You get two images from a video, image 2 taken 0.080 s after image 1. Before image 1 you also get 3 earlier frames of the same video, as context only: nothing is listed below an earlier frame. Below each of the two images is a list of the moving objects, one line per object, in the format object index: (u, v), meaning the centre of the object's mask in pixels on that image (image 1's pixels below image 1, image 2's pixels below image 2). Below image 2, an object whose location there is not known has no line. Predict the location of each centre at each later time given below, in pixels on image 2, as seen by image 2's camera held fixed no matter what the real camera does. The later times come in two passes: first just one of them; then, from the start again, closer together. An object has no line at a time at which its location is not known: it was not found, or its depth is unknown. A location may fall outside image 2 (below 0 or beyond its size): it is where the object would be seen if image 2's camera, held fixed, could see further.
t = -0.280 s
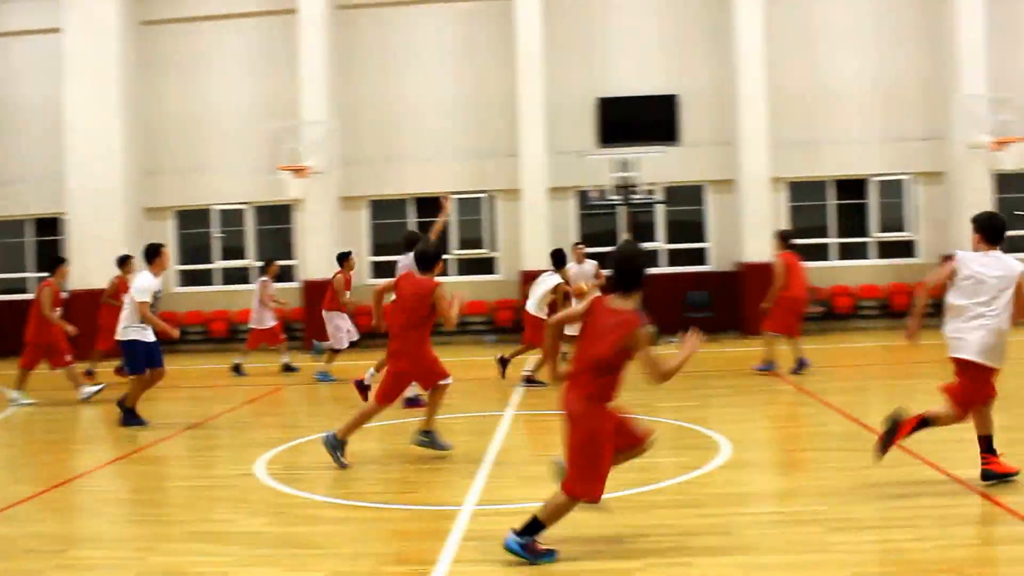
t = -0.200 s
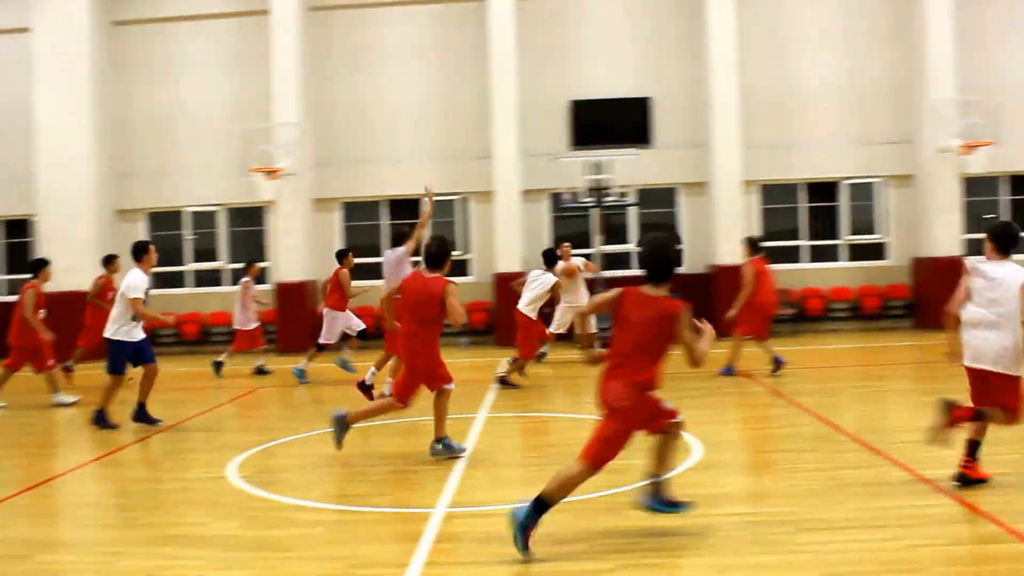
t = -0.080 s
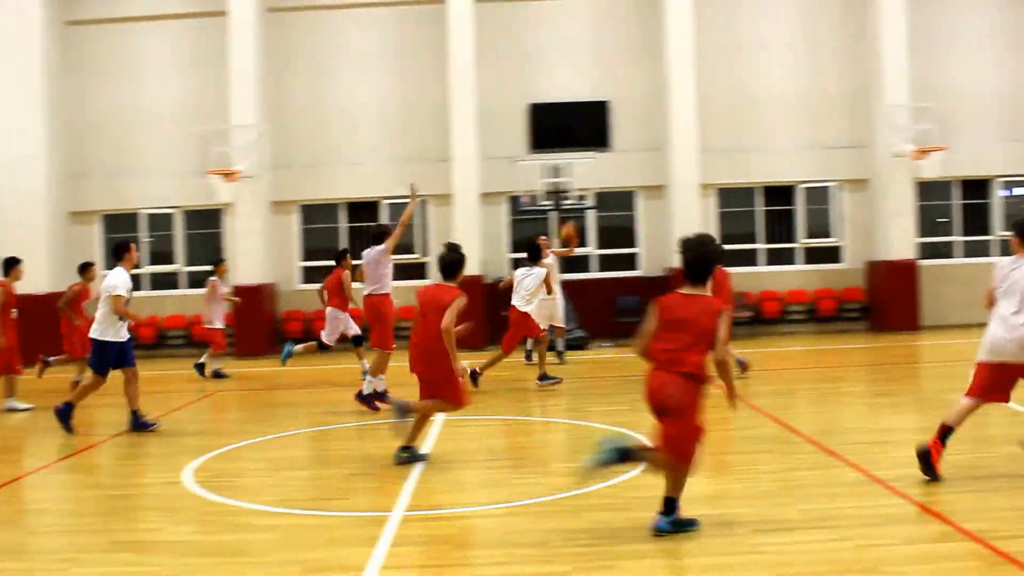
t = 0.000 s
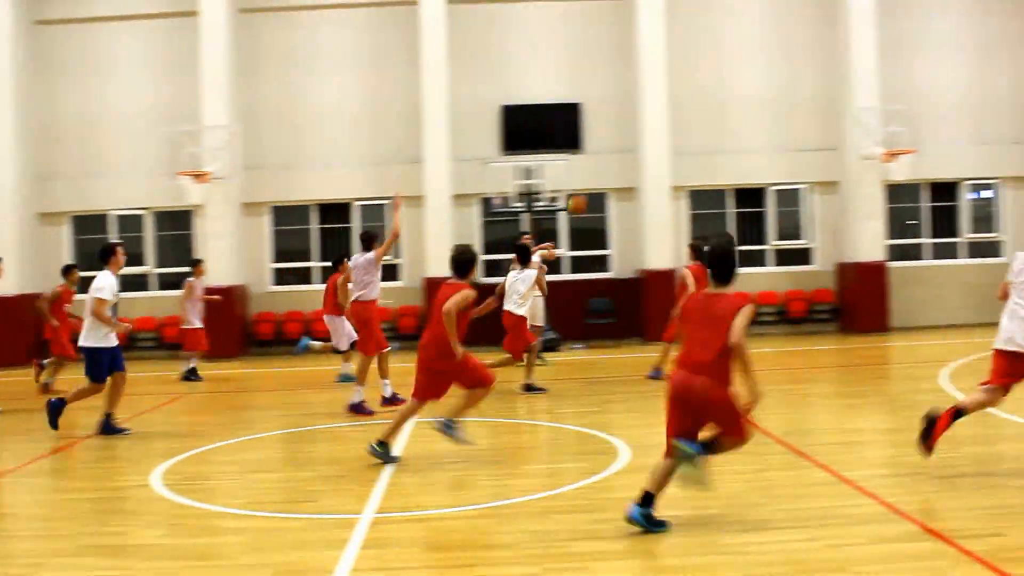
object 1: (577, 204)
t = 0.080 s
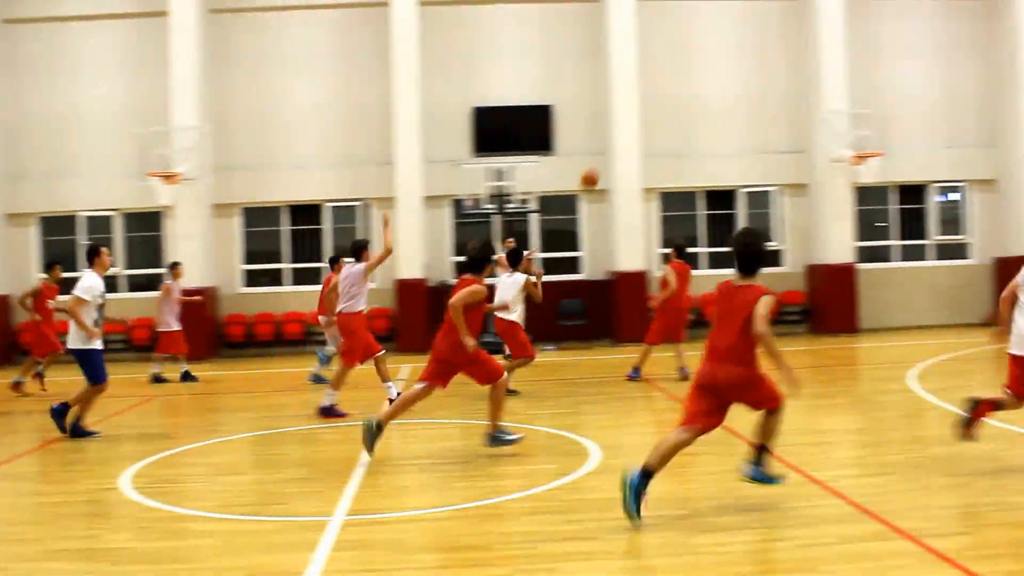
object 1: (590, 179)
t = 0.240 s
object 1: (682, 131)
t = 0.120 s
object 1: (611, 165)
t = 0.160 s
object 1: (634, 154)
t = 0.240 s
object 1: (682, 131)
